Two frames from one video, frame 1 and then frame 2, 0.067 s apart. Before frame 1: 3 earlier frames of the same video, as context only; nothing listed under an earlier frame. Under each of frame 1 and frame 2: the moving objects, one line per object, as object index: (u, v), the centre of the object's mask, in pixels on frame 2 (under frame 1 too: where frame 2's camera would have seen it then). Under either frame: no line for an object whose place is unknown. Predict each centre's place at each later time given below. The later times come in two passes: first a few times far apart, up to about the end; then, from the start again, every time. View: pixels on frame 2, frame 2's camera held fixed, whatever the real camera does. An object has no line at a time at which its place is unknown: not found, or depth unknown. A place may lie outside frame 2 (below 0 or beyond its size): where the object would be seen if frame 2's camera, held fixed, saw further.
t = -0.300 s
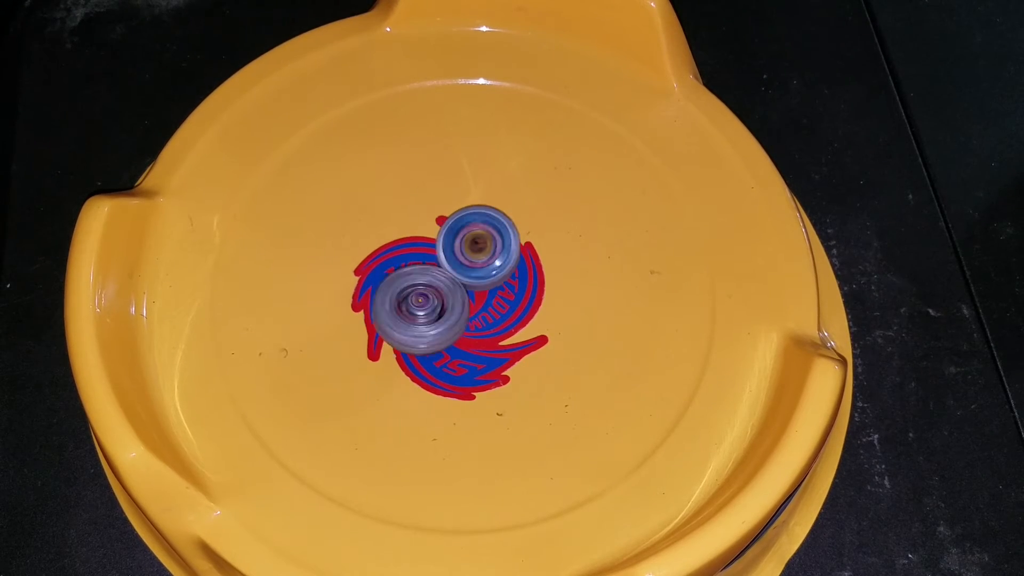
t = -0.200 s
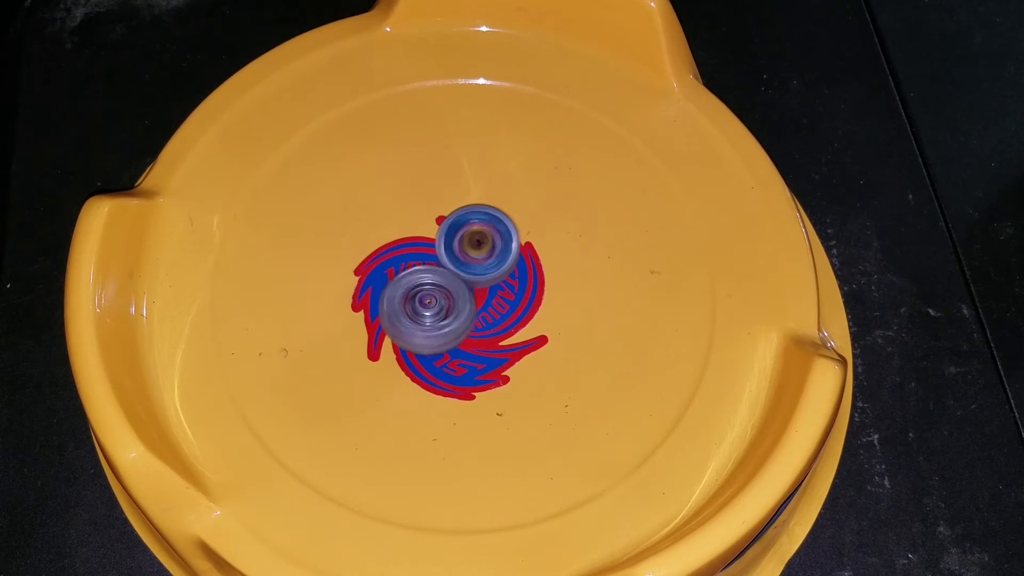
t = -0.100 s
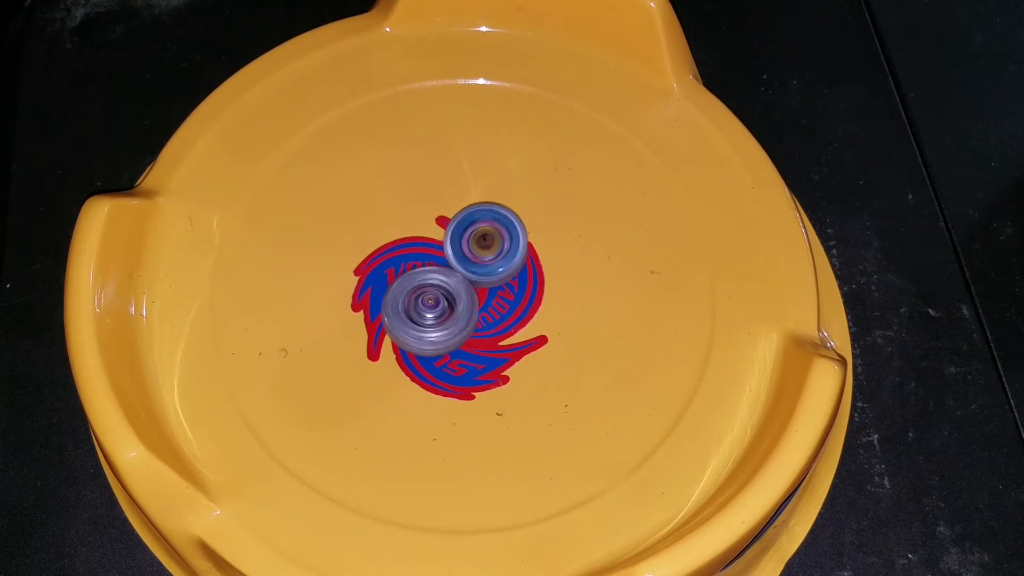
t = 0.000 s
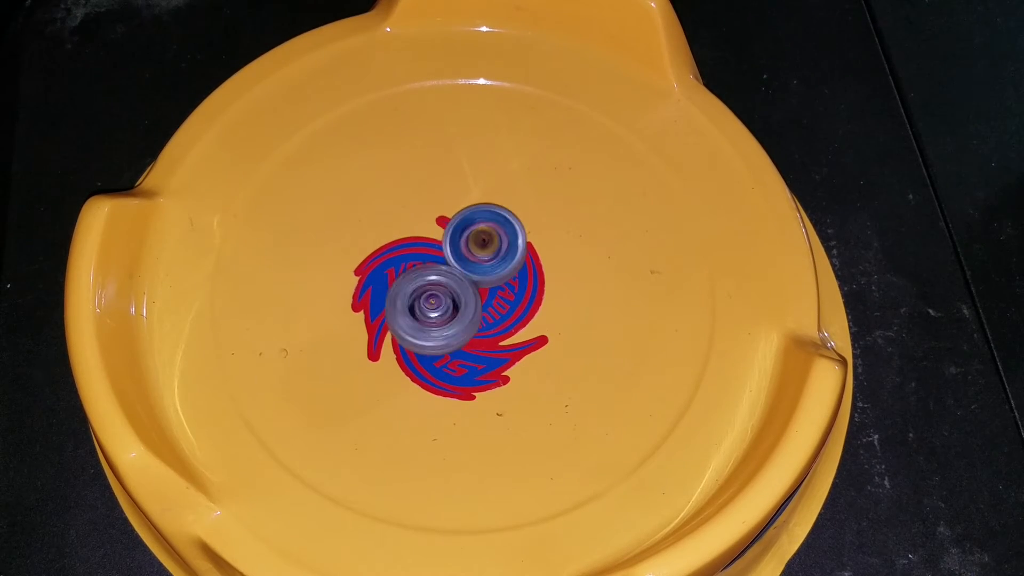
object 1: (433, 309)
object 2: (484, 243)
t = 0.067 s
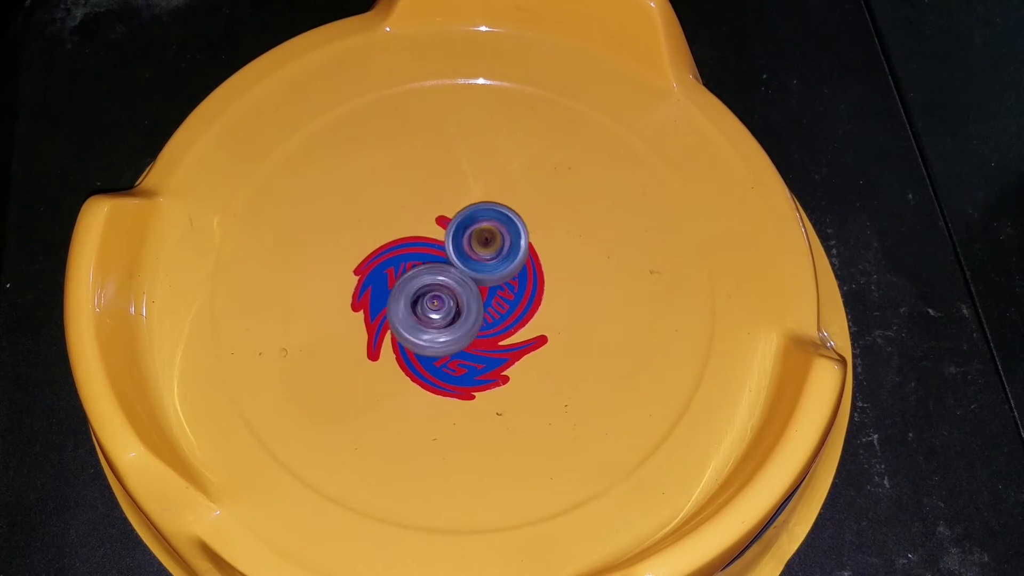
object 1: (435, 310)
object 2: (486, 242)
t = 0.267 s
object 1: (432, 315)
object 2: (487, 243)
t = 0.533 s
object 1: (435, 315)
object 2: (482, 240)
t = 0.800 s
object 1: (430, 313)
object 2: (474, 239)
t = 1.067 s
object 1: (427, 311)
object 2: (471, 236)
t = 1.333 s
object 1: (435, 320)
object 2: (467, 232)
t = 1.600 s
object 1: (443, 316)
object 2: (464, 238)
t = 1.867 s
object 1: (442, 321)
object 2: (462, 241)
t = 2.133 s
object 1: (438, 324)
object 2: (464, 247)
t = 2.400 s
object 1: (444, 327)
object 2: (465, 244)
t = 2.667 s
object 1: (440, 333)
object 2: (473, 224)
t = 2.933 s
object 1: (435, 319)
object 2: (470, 238)
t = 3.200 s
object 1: (402, 318)
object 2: (462, 254)
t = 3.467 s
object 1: (403, 314)
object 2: (468, 253)
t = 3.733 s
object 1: (405, 292)
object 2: (486, 254)
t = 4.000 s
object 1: (384, 276)
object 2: (481, 288)
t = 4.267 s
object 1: (397, 292)
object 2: (496, 302)
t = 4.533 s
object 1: (406, 299)
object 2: (511, 301)
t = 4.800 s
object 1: (416, 287)
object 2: (516, 289)
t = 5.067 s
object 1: (432, 255)
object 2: (507, 285)
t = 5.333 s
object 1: (404, 245)
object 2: (447, 317)
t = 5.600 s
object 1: (444, 234)
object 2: (386, 309)
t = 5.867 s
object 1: (442, 224)
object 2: (413, 308)
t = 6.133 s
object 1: (450, 225)
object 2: (479, 334)
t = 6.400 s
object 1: (432, 271)
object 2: (485, 338)
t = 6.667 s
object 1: (392, 294)
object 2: (483, 328)
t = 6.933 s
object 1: (415, 288)
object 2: (487, 327)
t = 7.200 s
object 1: (423, 254)
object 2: (482, 325)
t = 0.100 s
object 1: (434, 310)
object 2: (486, 244)
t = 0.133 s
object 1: (434, 313)
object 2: (488, 241)
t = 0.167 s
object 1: (434, 314)
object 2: (488, 241)
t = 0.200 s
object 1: (434, 313)
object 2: (490, 240)
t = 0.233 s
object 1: (432, 314)
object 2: (489, 243)
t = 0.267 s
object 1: (432, 315)
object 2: (487, 243)
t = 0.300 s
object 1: (434, 314)
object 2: (484, 245)
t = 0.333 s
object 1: (433, 313)
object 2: (482, 245)
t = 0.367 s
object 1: (433, 314)
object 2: (484, 245)
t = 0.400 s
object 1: (434, 315)
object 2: (483, 244)
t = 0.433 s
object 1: (434, 312)
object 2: (484, 246)
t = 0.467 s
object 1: (432, 315)
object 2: (483, 243)
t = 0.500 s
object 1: (434, 316)
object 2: (483, 242)
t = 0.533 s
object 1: (435, 315)
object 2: (482, 240)
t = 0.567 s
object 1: (434, 313)
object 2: (482, 242)
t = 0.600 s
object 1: (433, 312)
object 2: (479, 242)
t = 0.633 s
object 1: (434, 313)
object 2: (479, 243)
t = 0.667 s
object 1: (433, 314)
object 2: (478, 240)
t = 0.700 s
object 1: (433, 315)
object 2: (479, 239)
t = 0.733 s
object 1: (433, 313)
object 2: (477, 238)
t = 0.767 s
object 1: (430, 312)
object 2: (477, 238)
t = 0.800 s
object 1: (430, 313)
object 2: (474, 239)
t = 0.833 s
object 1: (430, 312)
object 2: (474, 240)
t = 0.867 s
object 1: (430, 312)
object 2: (471, 240)
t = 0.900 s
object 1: (431, 311)
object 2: (472, 238)
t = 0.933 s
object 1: (430, 311)
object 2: (471, 239)
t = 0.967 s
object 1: (430, 313)
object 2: (472, 235)
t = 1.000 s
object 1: (430, 314)
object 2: (472, 235)
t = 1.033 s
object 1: (430, 312)
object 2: (471, 233)
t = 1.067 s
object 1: (427, 311)
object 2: (471, 236)
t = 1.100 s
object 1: (427, 311)
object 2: (469, 237)
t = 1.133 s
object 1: (428, 310)
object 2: (469, 239)
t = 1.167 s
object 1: (427, 315)
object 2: (467, 234)
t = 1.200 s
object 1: (431, 318)
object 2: (469, 228)
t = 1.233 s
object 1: (432, 318)
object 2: (468, 228)
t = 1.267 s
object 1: (431, 317)
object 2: (470, 228)
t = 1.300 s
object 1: (431, 319)
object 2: (468, 231)
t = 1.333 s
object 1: (435, 320)
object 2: (467, 232)
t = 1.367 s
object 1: (439, 317)
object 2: (466, 236)
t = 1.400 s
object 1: (439, 315)
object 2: (464, 237)
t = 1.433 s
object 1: (437, 317)
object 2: (465, 238)
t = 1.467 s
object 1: (437, 324)
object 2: (466, 233)
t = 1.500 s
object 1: (443, 325)
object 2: (467, 234)
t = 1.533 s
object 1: (446, 321)
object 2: (465, 237)
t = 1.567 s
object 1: (444, 318)
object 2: (465, 237)
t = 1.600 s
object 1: (443, 316)
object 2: (464, 238)
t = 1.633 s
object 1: (443, 317)
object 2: (462, 239)
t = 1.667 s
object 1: (443, 322)
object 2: (464, 238)
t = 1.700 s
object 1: (446, 324)
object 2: (464, 237)
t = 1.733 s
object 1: (447, 323)
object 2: (467, 238)
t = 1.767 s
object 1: (446, 320)
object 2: (464, 240)
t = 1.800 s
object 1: (443, 319)
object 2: (465, 241)
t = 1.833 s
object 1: (441, 321)
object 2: (463, 243)
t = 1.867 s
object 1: (442, 321)
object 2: (462, 241)
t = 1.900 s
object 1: (443, 321)
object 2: (462, 243)
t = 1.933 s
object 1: (443, 323)
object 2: (459, 243)
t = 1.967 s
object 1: (443, 321)
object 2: (462, 242)
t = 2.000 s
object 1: (442, 323)
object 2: (461, 243)
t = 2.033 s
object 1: (441, 324)
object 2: (463, 242)
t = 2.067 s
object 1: (439, 325)
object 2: (464, 245)
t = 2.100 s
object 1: (438, 325)
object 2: (462, 246)
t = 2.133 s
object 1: (438, 324)
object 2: (464, 247)
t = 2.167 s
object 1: (437, 326)
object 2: (462, 247)
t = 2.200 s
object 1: (438, 328)
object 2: (463, 245)
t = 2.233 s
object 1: (440, 326)
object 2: (462, 246)
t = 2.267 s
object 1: (439, 323)
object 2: (460, 245)
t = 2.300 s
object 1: (437, 322)
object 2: (462, 245)
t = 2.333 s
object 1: (436, 328)
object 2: (462, 243)
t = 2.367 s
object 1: (440, 331)
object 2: (465, 242)
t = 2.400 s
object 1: (444, 327)
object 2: (465, 244)
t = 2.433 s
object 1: (443, 323)
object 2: (463, 244)
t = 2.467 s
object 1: (440, 321)
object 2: (465, 244)
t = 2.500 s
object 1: (438, 324)
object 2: (465, 242)
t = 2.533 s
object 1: (440, 326)
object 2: (468, 241)
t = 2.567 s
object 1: (444, 324)
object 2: (469, 243)
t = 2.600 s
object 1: (443, 320)
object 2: (466, 244)
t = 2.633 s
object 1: (439, 326)
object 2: (470, 233)
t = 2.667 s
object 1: (440, 333)
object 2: (473, 224)
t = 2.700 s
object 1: (444, 335)
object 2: (476, 222)
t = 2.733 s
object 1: (447, 332)
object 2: (478, 225)
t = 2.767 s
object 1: (447, 329)
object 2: (475, 227)
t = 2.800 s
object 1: (443, 327)
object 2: (475, 229)
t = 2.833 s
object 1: (438, 324)
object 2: (474, 232)
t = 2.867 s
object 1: (437, 322)
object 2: (472, 231)
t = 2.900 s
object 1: (436, 321)
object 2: (474, 234)
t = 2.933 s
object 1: (435, 319)
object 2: (470, 238)
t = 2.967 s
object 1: (434, 316)
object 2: (470, 239)
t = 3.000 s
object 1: (432, 314)
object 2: (470, 242)
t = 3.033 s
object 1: (428, 314)
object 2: (467, 244)
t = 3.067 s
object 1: (422, 314)
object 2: (467, 246)
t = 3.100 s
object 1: (414, 317)
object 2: (468, 248)
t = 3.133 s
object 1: (408, 317)
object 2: (466, 249)
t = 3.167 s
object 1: (404, 317)
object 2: (466, 251)
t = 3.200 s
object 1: (402, 318)
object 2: (462, 254)
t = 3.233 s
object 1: (402, 317)
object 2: (459, 253)
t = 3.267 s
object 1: (404, 317)
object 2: (460, 255)
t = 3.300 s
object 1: (399, 320)
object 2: (460, 253)
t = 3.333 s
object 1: (398, 322)
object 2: (465, 252)
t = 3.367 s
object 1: (399, 322)
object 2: (466, 255)
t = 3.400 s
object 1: (402, 320)
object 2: (463, 256)
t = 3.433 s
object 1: (404, 318)
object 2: (464, 254)
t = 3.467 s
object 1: (403, 314)
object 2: (468, 253)
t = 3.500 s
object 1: (401, 316)
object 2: (474, 247)
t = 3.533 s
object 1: (402, 317)
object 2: (480, 245)
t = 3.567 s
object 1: (405, 316)
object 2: (483, 247)
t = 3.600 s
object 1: (409, 313)
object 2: (484, 247)
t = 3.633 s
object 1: (411, 307)
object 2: (486, 247)
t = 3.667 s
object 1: (410, 303)
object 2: (487, 250)
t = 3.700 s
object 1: (407, 297)
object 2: (485, 253)
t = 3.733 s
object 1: (405, 292)
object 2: (486, 254)
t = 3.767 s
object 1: (405, 288)
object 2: (486, 257)
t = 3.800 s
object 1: (407, 286)
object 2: (484, 261)
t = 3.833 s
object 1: (405, 284)
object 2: (483, 264)
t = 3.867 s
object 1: (403, 281)
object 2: (482, 267)
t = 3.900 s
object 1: (398, 279)
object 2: (483, 273)
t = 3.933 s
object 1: (391, 277)
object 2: (486, 279)
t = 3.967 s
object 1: (387, 275)
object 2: (485, 284)
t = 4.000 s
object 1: (384, 276)
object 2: (481, 288)
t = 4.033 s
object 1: (383, 277)
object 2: (474, 292)
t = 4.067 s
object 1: (378, 279)
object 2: (480, 295)
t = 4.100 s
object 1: (373, 281)
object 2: (488, 298)
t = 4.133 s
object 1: (371, 283)
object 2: (488, 302)
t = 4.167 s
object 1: (374, 286)
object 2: (487, 300)
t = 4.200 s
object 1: (382, 287)
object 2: (488, 298)
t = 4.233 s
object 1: (392, 290)
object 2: (490, 300)
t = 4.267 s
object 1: (397, 292)
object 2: (496, 302)
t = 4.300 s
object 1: (394, 294)
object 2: (505, 303)
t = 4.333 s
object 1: (393, 293)
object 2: (510, 305)
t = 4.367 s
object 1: (394, 292)
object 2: (510, 305)
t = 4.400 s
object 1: (395, 293)
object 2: (508, 302)
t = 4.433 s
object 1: (396, 293)
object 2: (509, 297)
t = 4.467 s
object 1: (398, 296)
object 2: (514, 296)
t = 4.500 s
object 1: (401, 298)
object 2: (515, 299)
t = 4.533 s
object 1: (406, 299)
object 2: (511, 301)
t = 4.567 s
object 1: (409, 297)
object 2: (507, 297)
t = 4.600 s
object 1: (413, 299)
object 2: (508, 293)
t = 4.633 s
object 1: (417, 301)
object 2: (511, 292)
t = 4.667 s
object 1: (418, 301)
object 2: (511, 292)
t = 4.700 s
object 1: (421, 298)
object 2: (512, 291)
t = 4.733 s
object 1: (424, 294)
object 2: (513, 289)
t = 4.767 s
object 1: (418, 291)
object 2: (518, 289)
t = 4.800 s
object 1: (416, 287)
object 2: (516, 289)
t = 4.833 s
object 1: (417, 280)
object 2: (514, 287)
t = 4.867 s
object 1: (419, 274)
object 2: (515, 285)
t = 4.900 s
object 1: (420, 270)
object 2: (515, 285)
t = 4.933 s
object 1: (422, 267)
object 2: (513, 286)
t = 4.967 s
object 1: (422, 262)
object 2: (513, 287)
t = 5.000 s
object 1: (423, 258)
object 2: (511, 286)
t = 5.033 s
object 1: (427, 255)
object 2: (509, 285)
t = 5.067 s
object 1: (432, 255)
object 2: (507, 285)
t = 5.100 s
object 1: (431, 254)
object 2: (505, 288)
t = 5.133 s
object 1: (427, 254)
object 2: (501, 294)
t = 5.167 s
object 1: (419, 250)
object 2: (495, 299)
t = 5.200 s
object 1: (414, 249)
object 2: (488, 302)
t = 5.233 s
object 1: (411, 247)
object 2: (479, 306)
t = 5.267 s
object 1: (407, 246)
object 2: (469, 310)
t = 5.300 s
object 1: (404, 245)
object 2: (458, 314)
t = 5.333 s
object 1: (404, 245)
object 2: (447, 317)
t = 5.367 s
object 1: (406, 243)
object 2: (436, 319)
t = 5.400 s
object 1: (411, 243)
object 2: (428, 320)
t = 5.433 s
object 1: (415, 244)
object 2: (420, 318)
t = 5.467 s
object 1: (422, 245)
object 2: (410, 320)
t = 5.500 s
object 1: (428, 243)
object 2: (403, 317)
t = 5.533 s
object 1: (433, 240)
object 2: (396, 314)
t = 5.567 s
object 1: (440, 236)
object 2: (390, 311)
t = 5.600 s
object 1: (444, 234)
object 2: (386, 309)
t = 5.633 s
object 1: (445, 231)
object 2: (385, 308)
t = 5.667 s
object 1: (444, 231)
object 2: (389, 307)
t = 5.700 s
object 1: (442, 230)
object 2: (392, 304)
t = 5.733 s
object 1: (441, 227)
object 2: (392, 304)
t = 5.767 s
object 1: (441, 226)
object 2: (394, 305)
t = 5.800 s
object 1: (441, 224)
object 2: (399, 305)
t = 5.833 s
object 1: (441, 224)
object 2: (406, 306)
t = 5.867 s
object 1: (442, 224)
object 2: (413, 308)
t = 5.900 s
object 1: (444, 226)
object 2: (422, 309)
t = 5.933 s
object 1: (448, 227)
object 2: (428, 310)
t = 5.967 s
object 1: (451, 229)
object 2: (434, 313)
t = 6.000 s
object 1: (455, 229)
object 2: (442, 319)
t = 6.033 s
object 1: (455, 227)
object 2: (451, 324)
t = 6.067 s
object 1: (454, 224)
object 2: (461, 328)
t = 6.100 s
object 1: (452, 223)
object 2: (471, 331)
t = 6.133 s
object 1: (450, 225)
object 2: (479, 334)
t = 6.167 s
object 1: (448, 231)
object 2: (486, 336)
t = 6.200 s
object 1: (447, 237)
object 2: (492, 335)
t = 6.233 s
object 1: (446, 241)
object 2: (493, 334)
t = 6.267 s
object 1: (445, 245)
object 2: (493, 334)
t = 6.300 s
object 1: (441, 250)
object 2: (492, 335)
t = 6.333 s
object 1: (438, 256)
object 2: (488, 335)
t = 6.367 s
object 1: (435, 263)
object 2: (486, 336)
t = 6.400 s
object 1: (432, 271)
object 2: (485, 338)
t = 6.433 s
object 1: (428, 278)
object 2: (485, 338)
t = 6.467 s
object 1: (421, 285)
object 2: (485, 338)
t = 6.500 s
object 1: (415, 291)
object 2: (484, 337)
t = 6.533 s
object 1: (407, 294)
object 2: (483, 336)
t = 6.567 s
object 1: (401, 295)
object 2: (482, 334)
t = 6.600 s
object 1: (396, 295)
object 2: (482, 331)
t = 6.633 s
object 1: (393, 295)
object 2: (482, 330)
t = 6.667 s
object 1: (392, 294)
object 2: (483, 328)
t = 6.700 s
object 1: (392, 295)
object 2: (483, 327)
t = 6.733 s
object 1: (395, 295)
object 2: (483, 327)
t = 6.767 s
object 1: (397, 295)
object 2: (484, 327)
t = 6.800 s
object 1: (399, 295)
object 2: (486, 327)
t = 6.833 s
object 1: (402, 294)
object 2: (487, 327)
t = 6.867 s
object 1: (406, 293)
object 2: (487, 327)
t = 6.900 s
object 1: (411, 291)
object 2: (487, 327)
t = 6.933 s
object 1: (415, 288)
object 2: (487, 327)
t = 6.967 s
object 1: (419, 283)
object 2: (488, 327)
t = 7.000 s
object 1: (422, 278)
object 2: (489, 328)
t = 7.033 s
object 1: (424, 273)
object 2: (489, 329)
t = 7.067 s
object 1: (426, 268)
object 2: (488, 331)
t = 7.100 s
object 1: (426, 263)
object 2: (487, 331)
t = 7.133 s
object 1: (426, 259)
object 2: (486, 329)
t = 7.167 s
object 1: (424, 256)
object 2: (484, 328)
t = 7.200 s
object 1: (423, 254)
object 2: (482, 325)
